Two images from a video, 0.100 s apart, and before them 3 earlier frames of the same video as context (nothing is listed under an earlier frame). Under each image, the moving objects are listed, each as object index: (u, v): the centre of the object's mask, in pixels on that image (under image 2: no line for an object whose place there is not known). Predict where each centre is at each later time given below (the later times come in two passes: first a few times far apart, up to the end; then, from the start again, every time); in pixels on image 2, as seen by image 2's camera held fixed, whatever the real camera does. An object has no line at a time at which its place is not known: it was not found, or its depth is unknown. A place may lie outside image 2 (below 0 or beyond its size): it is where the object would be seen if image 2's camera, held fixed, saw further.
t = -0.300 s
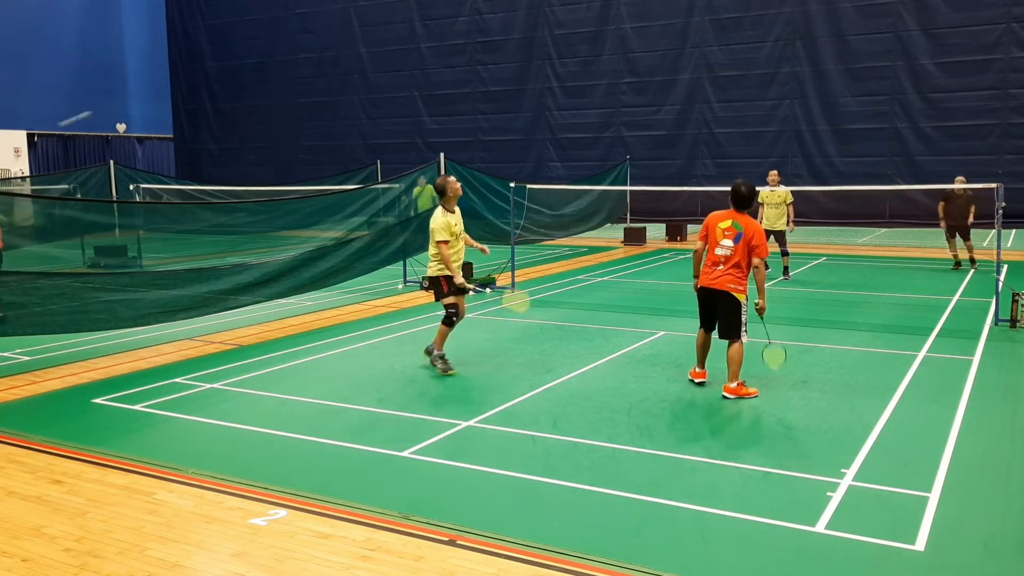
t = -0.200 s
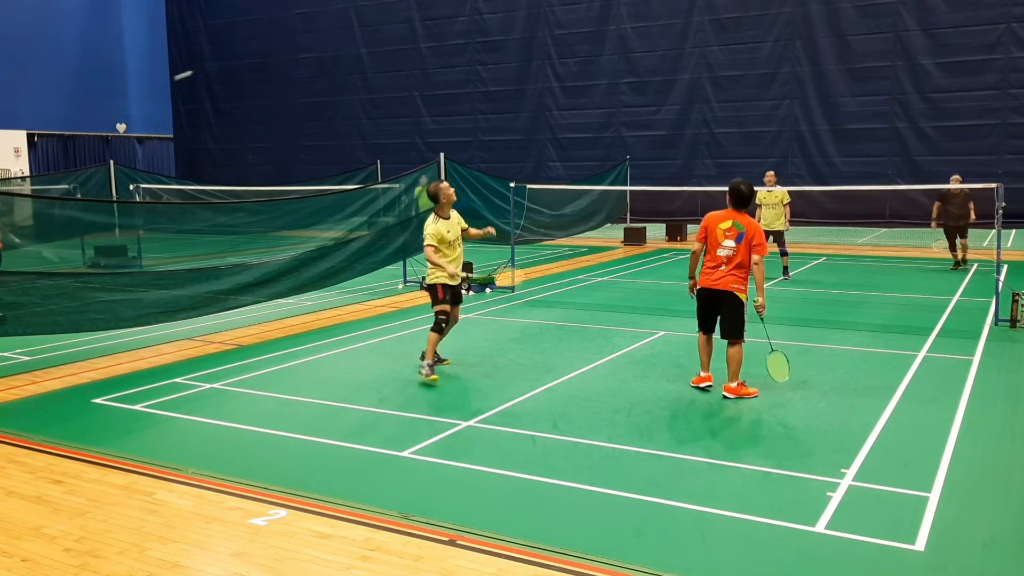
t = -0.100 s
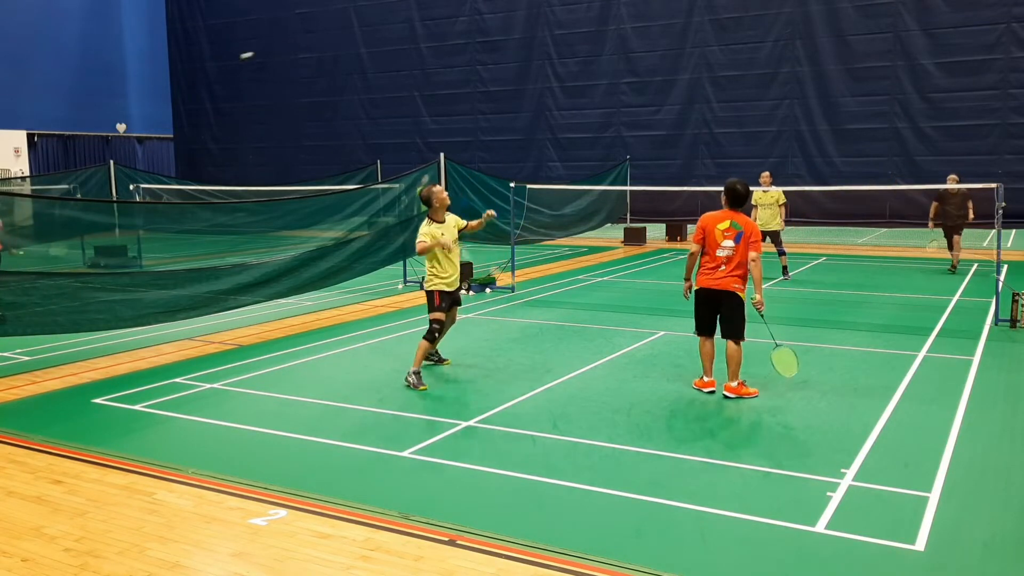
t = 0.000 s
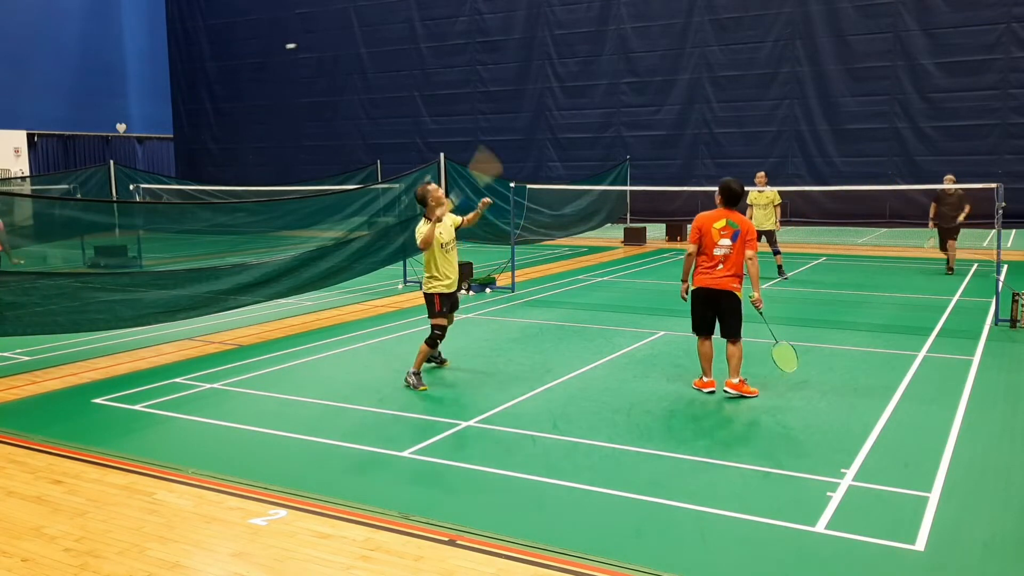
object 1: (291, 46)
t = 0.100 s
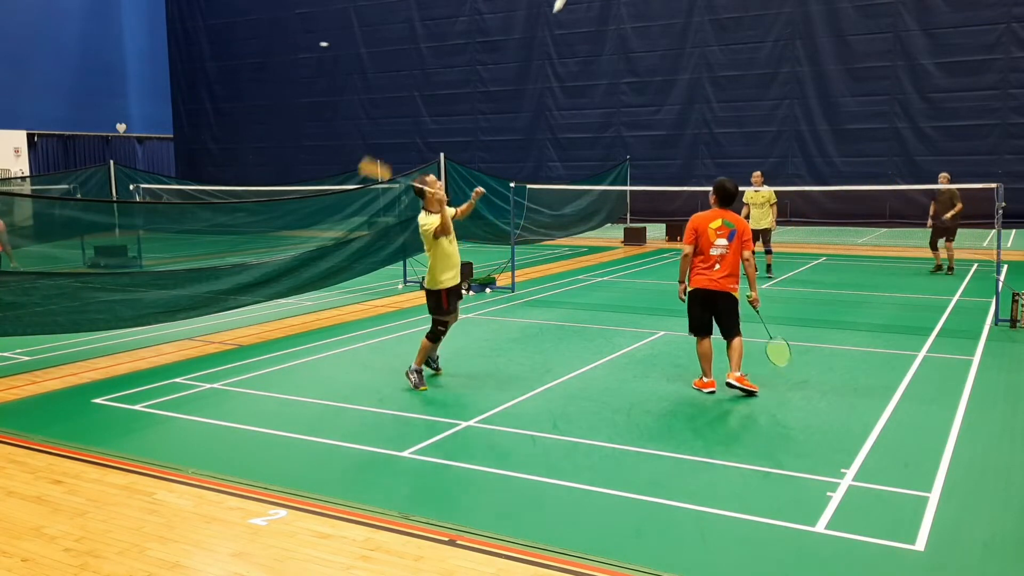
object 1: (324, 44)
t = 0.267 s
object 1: (365, 52)
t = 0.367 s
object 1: (385, 62)
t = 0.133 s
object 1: (333, 45)
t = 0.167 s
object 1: (342, 46)
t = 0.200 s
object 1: (351, 47)
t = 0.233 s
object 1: (358, 49)
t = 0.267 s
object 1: (365, 52)
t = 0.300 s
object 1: (372, 55)
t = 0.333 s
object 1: (379, 58)
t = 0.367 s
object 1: (385, 62)
